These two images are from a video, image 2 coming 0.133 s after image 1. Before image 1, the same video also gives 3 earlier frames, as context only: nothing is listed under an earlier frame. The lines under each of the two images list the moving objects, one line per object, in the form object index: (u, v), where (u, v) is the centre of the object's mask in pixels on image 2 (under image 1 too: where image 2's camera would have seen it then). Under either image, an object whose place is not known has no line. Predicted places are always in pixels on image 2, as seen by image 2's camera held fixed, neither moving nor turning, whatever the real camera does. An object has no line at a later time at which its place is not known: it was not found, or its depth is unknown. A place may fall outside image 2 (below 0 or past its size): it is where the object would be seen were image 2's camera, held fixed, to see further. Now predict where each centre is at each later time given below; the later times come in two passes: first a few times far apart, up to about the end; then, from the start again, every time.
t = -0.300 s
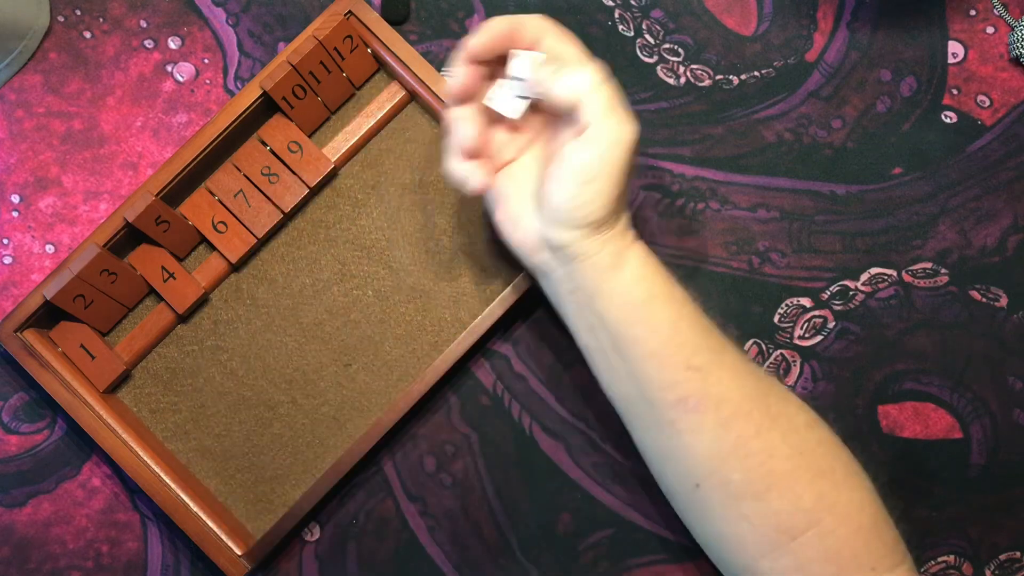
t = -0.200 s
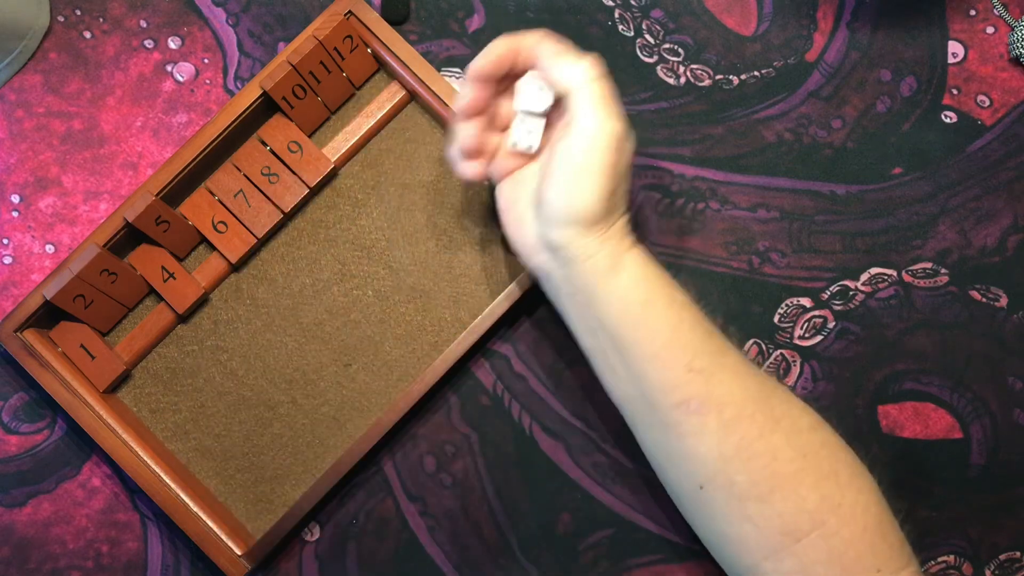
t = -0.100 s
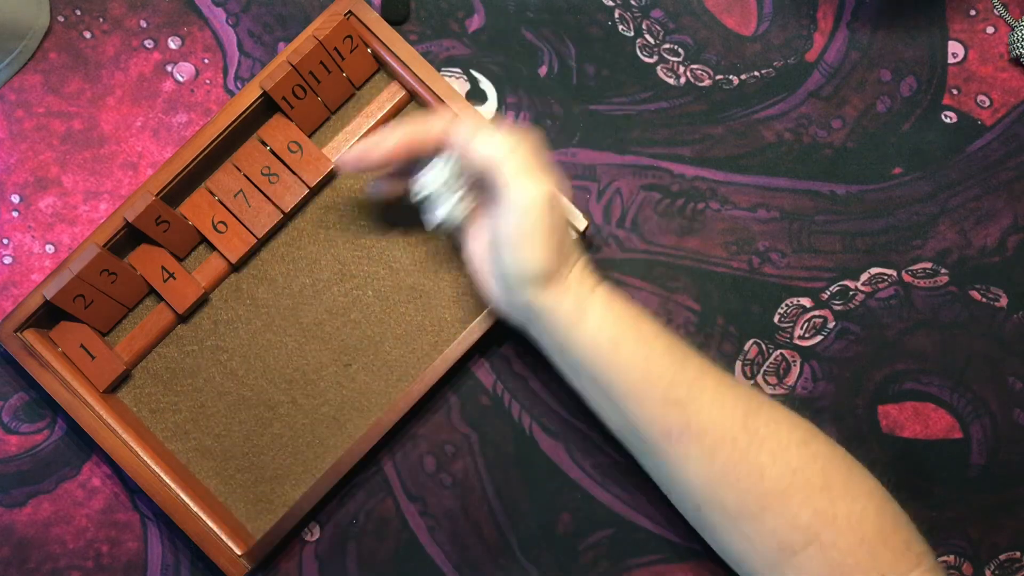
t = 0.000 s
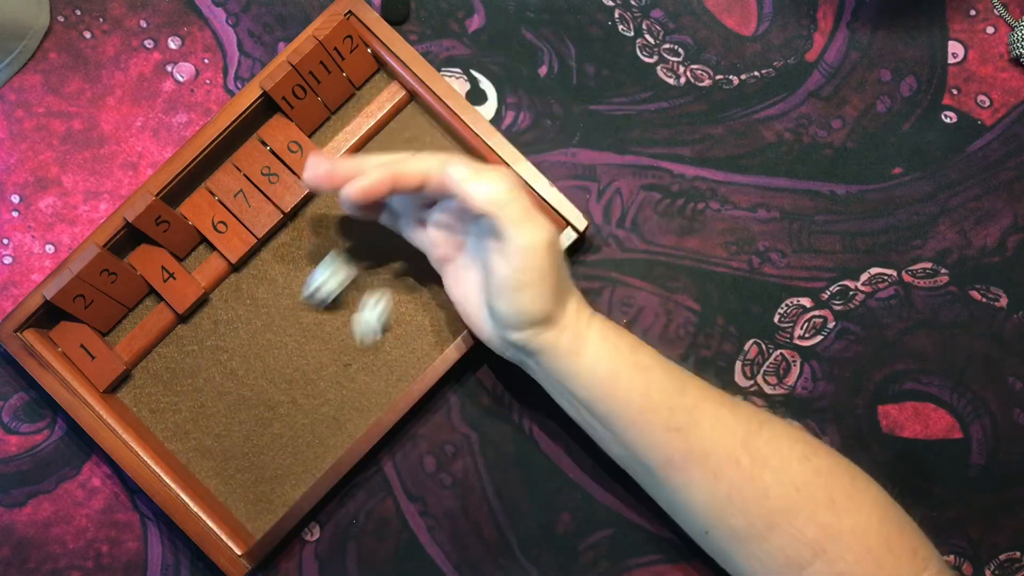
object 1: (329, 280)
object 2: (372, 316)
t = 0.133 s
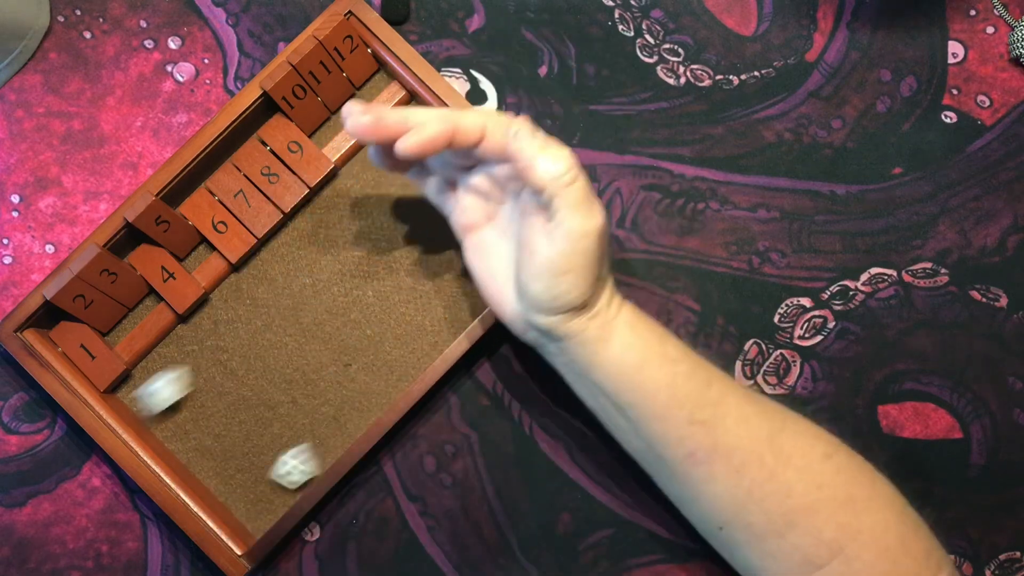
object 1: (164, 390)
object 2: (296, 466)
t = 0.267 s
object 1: (154, 363)
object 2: (233, 460)
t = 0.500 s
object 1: (190, 341)
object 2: (235, 398)
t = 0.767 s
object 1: (190, 341)
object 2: (235, 398)
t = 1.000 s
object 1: (190, 341)
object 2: (235, 398)
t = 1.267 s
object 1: (190, 341)
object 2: (235, 398)
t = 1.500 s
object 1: (190, 342)
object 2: (235, 398)
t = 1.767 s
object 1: (190, 341)
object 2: (235, 398)
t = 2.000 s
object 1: (190, 341)
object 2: (235, 398)
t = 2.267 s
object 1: (190, 341)
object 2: (235, 398)
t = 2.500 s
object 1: (190, 341)
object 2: (235, 399)
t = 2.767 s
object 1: (190, 341)
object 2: (235, 398)
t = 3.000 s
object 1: (190, 341)
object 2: (235, 398)
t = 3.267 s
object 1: (190, 341)
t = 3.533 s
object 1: (190, 342)
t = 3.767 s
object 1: (190, 341)
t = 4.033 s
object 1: (190, 342)
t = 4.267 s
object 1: (190, 341)
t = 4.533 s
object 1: (190, 341)
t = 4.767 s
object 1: (190, 342)
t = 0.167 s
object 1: (143, 399)
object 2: (264, 479)
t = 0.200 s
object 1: (148, 388)
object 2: (235, 489)
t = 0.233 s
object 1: (147, 371)
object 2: (228, 478)
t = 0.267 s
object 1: (154, 363)
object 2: (233, 460)
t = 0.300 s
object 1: (164, 355)
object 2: (235, 444)
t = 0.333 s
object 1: (173, 350)
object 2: (237, 429)
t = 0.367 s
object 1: (179, 346)
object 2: (239, 418)
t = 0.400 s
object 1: (184, 341)
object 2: (238, 410)
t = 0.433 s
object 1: (189, 341)
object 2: (237, 405)
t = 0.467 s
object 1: (190, 341)
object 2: (235, 400)
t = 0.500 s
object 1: (190, 341)
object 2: (235, 398)
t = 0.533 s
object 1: (190, 341)
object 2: (235, 398)
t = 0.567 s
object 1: (190, 341)
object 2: (235, 398)
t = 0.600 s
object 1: (190, 341)
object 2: (235, 398)
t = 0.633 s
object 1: (190, 341)
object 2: (235, 398)
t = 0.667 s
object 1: (190, 341)
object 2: (235, 398)
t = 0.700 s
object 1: (190, 341)
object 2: (235, 398)
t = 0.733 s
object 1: (190, 341)
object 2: (235, 398)
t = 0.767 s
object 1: (190, 341)
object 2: (235, 398)
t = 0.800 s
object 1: (190, 341)
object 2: (235, 398)
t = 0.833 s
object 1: (190, 341)
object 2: (235, 398)
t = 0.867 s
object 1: (190, 341)
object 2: (235, 398)
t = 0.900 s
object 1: (190, 341)
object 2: (235, 398)
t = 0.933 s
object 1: (190, 341)
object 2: (235, 398)
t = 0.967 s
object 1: (190, 341)
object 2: (235, 398)
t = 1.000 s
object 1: (190, 341)
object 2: (235, 398)
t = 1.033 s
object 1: (190, 341)
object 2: (235, 398)
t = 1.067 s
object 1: (190, 341)
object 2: (235, 398)
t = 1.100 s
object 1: (190, 341)
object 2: (235, 398)
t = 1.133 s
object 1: (190, 341)
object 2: (235, 398)
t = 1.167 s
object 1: (190, 341)
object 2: (235, 398)
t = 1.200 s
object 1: (190, 341)
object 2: (235, 398)
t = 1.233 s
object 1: (190, 341)
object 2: (235, 398)
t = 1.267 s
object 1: (190, 341)
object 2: (235, 398)
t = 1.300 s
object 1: (190, 341)
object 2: (235, 398)
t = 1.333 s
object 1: (190, 341)
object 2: (235, 398)
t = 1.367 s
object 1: (190, 341)
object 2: (235, 398)
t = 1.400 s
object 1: (190, 342)
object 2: (235, 398)
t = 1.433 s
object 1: (190, 341)
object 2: (235, 398)
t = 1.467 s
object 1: (190, 341)
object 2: (235, 398)
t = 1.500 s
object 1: (190, 342)
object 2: (235, 398)
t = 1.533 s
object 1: (190, 341)
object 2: (235, 398)
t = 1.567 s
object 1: (190, 341)
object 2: (235, 398)
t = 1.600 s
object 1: (190, 342)
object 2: (235, 398)
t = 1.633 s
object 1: (190, 342)
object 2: (235, 398)
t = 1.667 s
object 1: (190, 341)
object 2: (235, 398)
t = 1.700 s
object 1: (190, 341)
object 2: (235, 398)
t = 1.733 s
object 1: (190, 341)
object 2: (235, 398)
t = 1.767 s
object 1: (190, 341)
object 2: (235, 398)
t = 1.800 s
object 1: (190, 341)
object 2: (235, 398)
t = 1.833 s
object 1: (190, 342)
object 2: (235, 398)
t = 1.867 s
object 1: (190, 341)
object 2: (235, 398)
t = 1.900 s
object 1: (190, 341)
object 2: (235, 398)
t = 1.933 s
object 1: (190, 341)
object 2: (235, 398)
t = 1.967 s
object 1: (190, 341)
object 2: (235, 398)
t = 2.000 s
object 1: (190, 341)
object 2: (235, 398)
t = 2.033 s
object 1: (190, 341)
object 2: (235, 398)
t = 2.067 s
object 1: (190, 341)
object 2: (235, 398)
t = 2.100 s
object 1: (190, 341)
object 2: (235, 398)
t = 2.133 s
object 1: (190, 341)
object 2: (235, 398)
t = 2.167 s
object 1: (190, 341)
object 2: (235, 398)
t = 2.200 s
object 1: (190, 342)
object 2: (235, 398)
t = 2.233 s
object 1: (190, 341)
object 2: (235, 398)
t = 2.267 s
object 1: (190, 341)
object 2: (235, 398)
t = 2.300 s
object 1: (190, 342)
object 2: (235, 398)
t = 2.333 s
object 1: (190, 342)
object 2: (235, 398)
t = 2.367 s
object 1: (190, 342)
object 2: (235, 398)
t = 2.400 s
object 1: (190, 342)
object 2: (235, 398)
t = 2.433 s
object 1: (190, 341)
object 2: (235, 398)
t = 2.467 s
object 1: (190, 342)
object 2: (235, 399)
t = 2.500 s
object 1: (190, 341)
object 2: (235, 399)
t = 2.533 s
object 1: (190, 341)
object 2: (235, 399)
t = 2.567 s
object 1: (190, 341)
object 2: (235, 398)
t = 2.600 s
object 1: (190, 342)
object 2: (235, 398)
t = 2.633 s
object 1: (190, 342)
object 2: (235, 398)
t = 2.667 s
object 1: (190, 341)
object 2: (235, 398)
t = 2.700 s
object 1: (190, 342)
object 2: (235, 398)
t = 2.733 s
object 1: (190, 341)
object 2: (235, 398)
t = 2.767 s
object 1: (190, 341)
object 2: (235, 398)
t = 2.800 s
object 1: (190, 342)
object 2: (235, 398)
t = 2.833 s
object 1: (190, 342)
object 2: (235, 398)
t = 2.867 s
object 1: (190, 341)
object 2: (235, 398)
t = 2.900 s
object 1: (190, 341)
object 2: (235, 398)
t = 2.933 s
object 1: (190, 341)
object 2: (235, 398)
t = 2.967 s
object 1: (190, 341)
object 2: (235, 398)
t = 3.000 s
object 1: (190, 341)
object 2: (235, 398)
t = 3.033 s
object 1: (190, 342)
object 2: (235, 398)
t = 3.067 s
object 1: (190, 341)
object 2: (235, 398)
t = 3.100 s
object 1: (190, 341)
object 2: (235, 398)
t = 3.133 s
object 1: (190, 341)
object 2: (235, 398)
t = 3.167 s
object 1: (190, 341)
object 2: (235, 398)
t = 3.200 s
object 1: (190, 341)
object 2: (235, 398)
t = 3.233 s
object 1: (190, 342)
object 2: (235, 398)
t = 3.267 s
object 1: (190, 341)
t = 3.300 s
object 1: (190, 341)
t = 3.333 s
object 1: (190, 341)
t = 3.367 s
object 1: (190, 341)
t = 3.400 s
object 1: (190, 341)
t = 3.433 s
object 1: (190, 341)
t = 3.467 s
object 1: (190, 342)
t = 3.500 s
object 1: (190, 341)
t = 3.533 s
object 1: (190, 342)
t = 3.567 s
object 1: (190, 342)
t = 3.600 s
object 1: (190, 341)
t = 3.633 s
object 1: (190, 341)
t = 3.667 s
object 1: (190, 342)
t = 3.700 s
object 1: (190, 341)
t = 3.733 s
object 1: (190, 341)
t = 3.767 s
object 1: (190, 341)
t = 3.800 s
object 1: (190, 341)
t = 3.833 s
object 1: (190, 341)
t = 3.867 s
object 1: (190, 341)
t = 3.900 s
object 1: (190, 342)
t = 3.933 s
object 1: (190, 341)
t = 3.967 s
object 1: (190, 341)
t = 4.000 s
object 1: (190, 341)
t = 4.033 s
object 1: (190, 342)
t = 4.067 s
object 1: (190, 342)
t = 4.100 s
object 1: (183, 344)
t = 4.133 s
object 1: (184, 339)
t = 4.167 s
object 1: (189, 340)
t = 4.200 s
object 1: (190, 341)
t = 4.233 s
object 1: (190, 341)
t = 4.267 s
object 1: (190, 341)
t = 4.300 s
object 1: (190, 341)
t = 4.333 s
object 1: (190, 341)
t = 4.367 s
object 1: (190, 341)
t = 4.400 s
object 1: (190, 341)
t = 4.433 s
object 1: (190, 341)
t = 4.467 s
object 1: (190, 341)
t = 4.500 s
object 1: (190, 341)
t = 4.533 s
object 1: (190, 341)
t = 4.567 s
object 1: (190, 341)
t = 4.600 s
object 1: (190, 342)
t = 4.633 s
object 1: (190, 342)
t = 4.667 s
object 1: (190, 341)
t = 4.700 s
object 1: (190, 341)
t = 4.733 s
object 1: (190, 341)
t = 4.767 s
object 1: (190, 342)
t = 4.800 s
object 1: (190, 341)
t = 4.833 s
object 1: (190, 341)
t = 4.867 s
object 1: (190, 341)
